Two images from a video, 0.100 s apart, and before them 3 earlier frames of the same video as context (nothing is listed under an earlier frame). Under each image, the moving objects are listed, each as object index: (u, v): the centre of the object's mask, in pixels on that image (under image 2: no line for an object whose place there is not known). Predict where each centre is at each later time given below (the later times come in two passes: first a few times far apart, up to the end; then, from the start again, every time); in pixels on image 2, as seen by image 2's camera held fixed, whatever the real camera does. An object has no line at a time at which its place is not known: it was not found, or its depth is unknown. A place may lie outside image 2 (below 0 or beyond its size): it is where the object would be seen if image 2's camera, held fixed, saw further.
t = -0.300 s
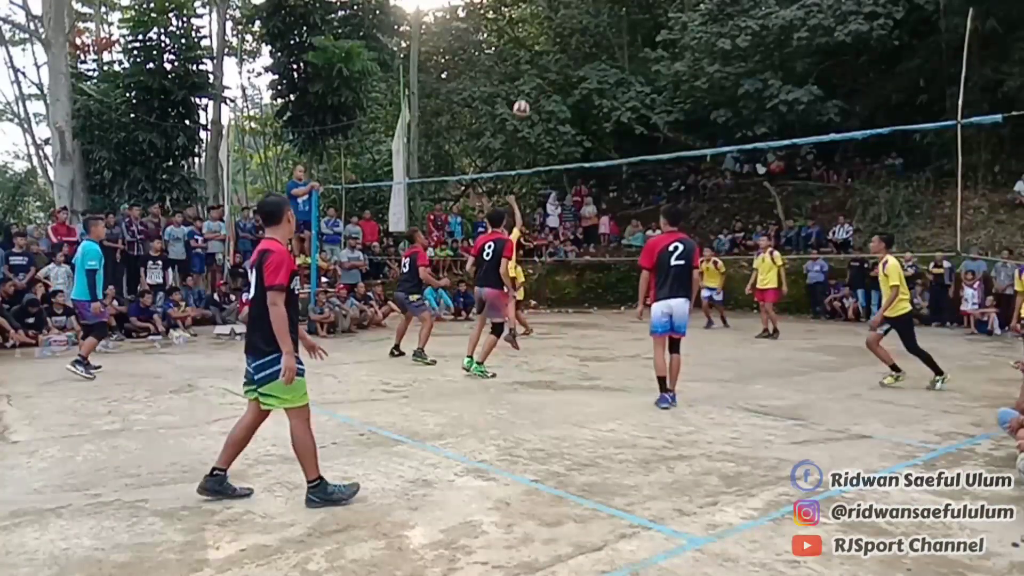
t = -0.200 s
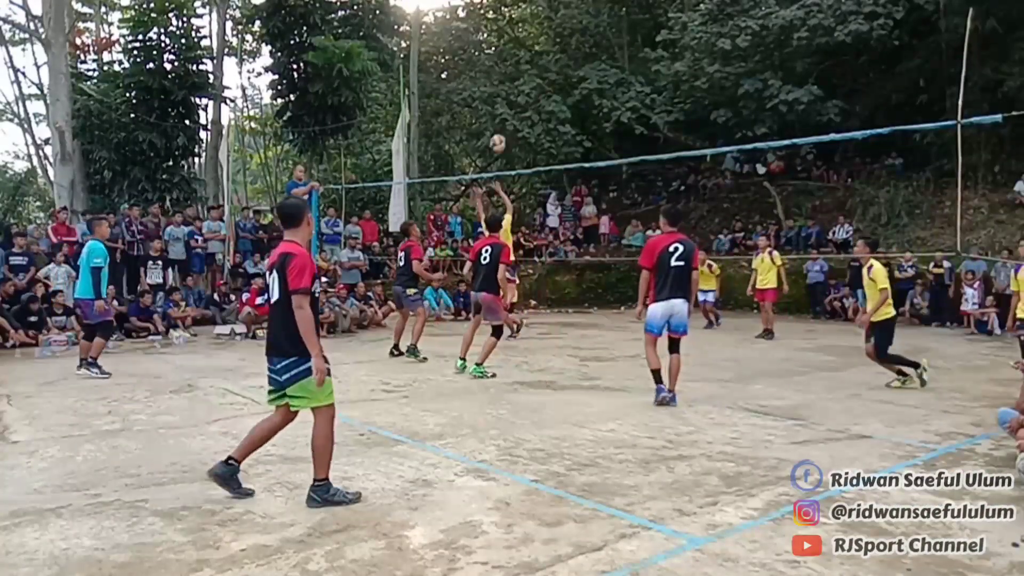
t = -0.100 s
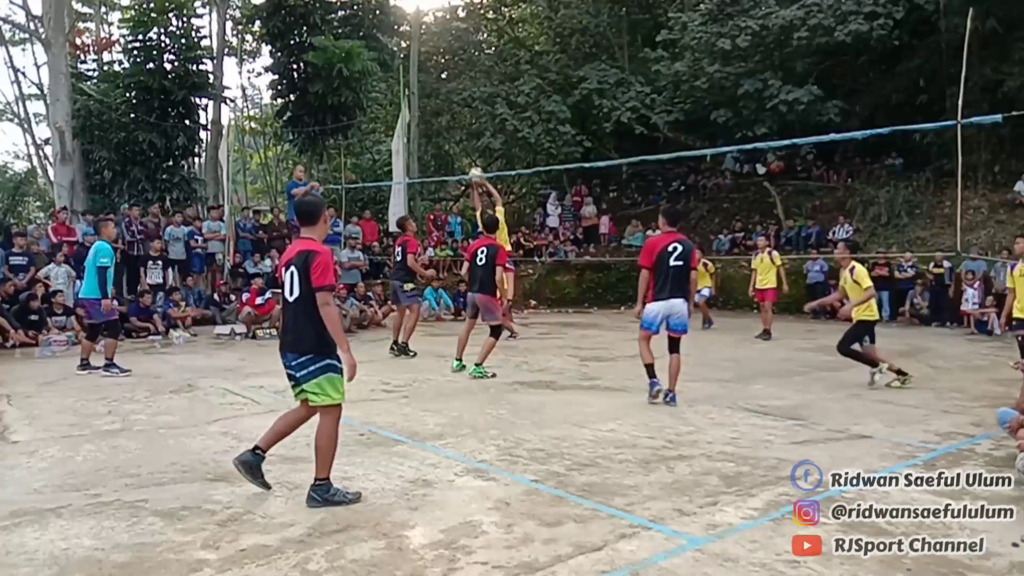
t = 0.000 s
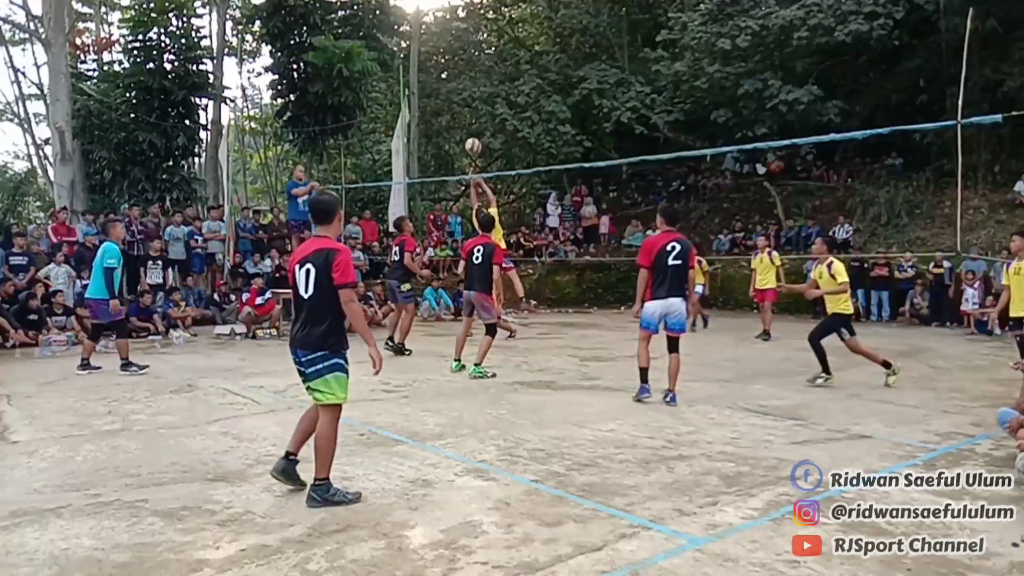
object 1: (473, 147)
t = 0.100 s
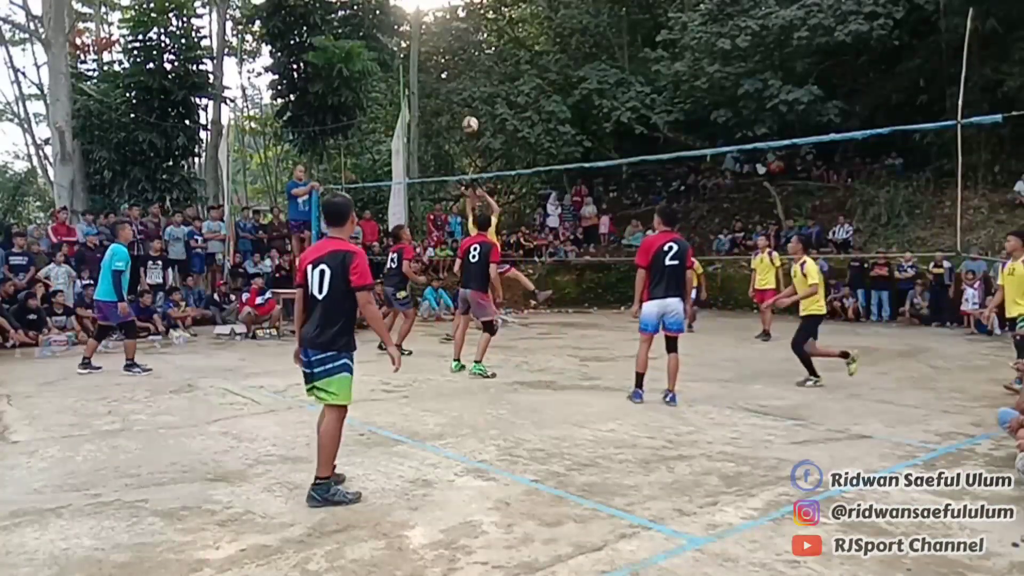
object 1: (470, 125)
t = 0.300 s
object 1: (464, 105)
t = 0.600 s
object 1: (456, 129)
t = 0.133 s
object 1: (469, 119)
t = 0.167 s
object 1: (468, 115)
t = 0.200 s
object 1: (467, 111)
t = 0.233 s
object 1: (466, 108)
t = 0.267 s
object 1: (466, 106)
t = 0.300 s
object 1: (464, 105)
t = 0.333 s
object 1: (464, 104)
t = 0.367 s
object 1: (463, 105)
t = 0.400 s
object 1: (462, 105)
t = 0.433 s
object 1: (461, 107)
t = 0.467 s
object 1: (460, 110)
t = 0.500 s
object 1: (459, 113)
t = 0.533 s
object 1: (458, 118)
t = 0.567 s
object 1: (457, 123)
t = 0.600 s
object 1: (456, 129)
